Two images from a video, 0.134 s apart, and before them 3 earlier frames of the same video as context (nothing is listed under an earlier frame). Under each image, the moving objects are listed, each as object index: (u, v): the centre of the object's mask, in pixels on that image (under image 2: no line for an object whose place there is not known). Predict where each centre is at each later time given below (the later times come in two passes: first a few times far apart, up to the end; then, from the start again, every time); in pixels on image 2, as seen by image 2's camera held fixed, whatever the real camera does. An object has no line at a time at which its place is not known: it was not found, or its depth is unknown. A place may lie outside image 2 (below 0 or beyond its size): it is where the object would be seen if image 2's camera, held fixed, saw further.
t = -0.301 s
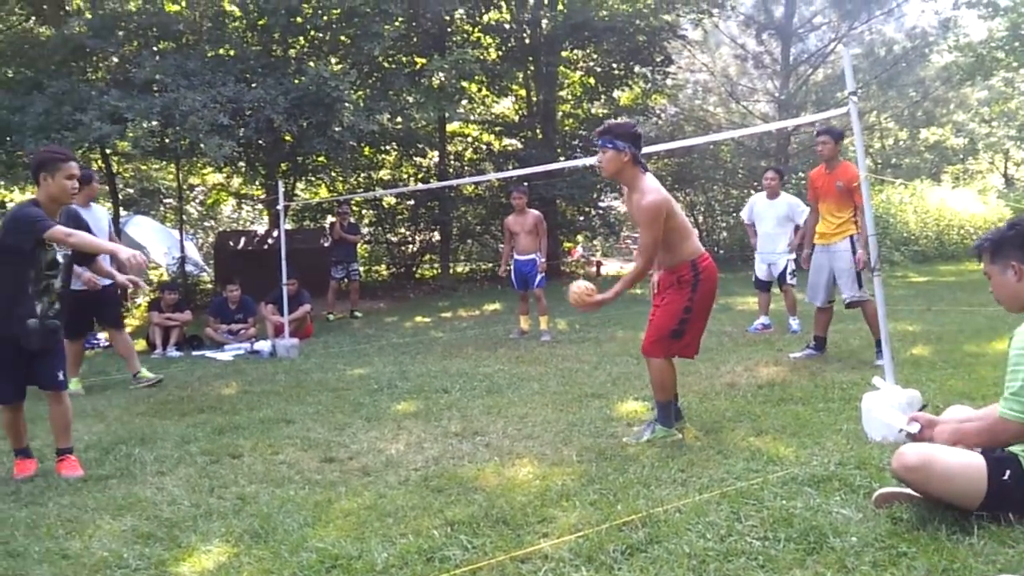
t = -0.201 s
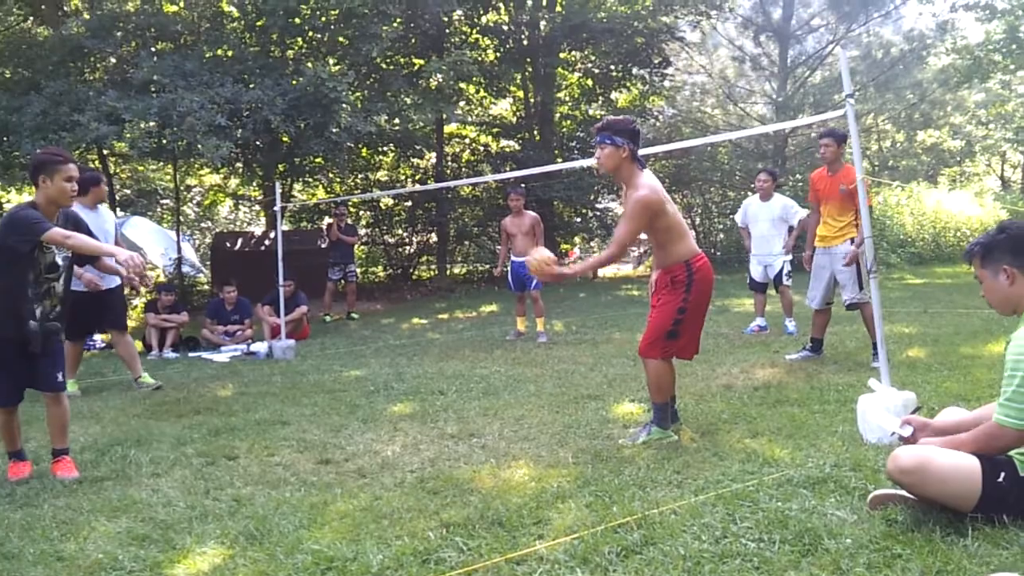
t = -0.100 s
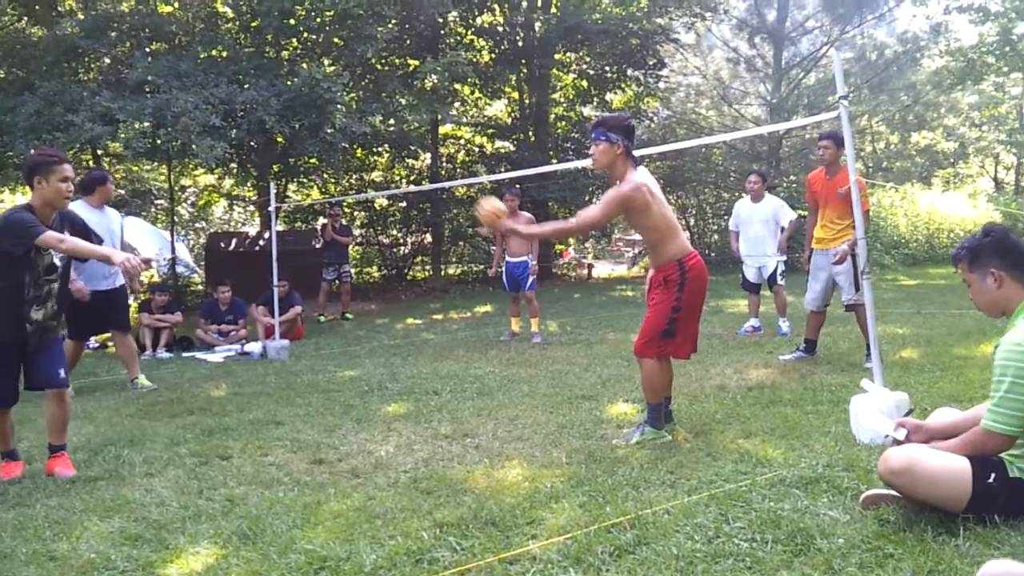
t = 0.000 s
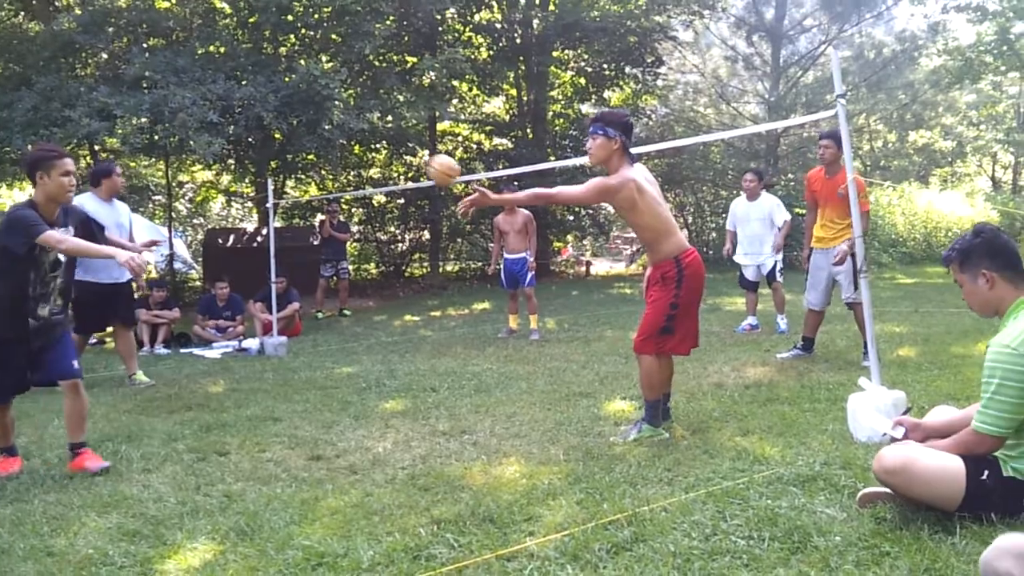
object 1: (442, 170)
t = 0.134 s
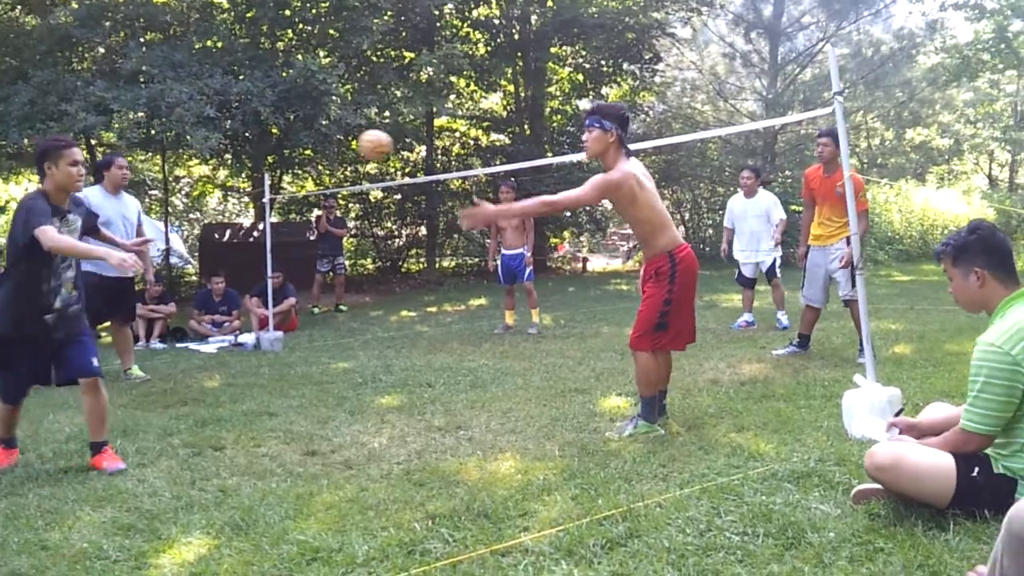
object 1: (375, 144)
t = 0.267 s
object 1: (306, 164)
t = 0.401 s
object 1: (233, 231)
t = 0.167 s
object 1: (357, 146)
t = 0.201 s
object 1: (341, 150)
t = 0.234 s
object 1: (324, 155)
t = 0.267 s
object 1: (306, 164)
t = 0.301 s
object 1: (289, 176)
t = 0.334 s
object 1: (270, 191)
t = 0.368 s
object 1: (253, 207)
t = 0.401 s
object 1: (233, 231)
